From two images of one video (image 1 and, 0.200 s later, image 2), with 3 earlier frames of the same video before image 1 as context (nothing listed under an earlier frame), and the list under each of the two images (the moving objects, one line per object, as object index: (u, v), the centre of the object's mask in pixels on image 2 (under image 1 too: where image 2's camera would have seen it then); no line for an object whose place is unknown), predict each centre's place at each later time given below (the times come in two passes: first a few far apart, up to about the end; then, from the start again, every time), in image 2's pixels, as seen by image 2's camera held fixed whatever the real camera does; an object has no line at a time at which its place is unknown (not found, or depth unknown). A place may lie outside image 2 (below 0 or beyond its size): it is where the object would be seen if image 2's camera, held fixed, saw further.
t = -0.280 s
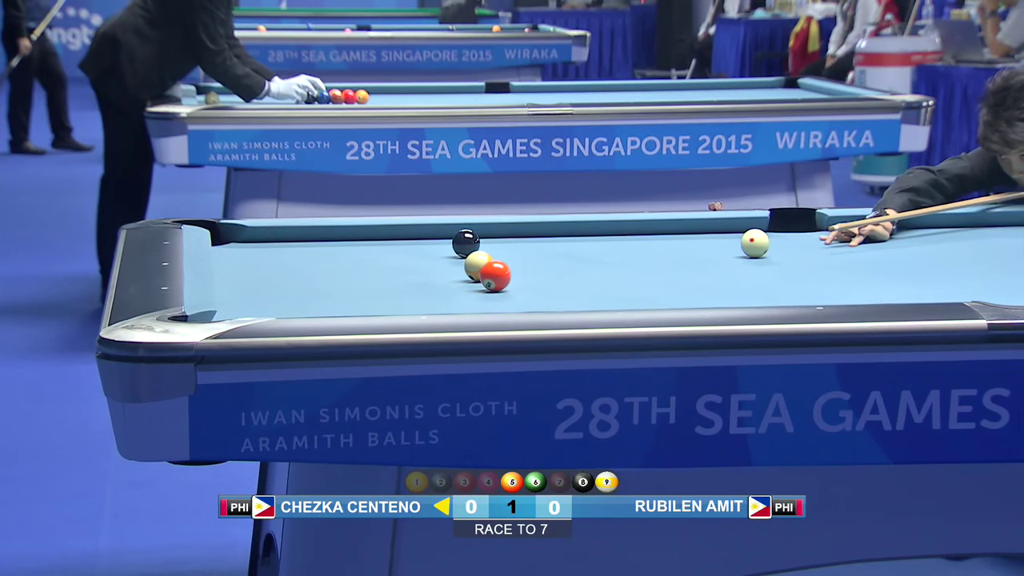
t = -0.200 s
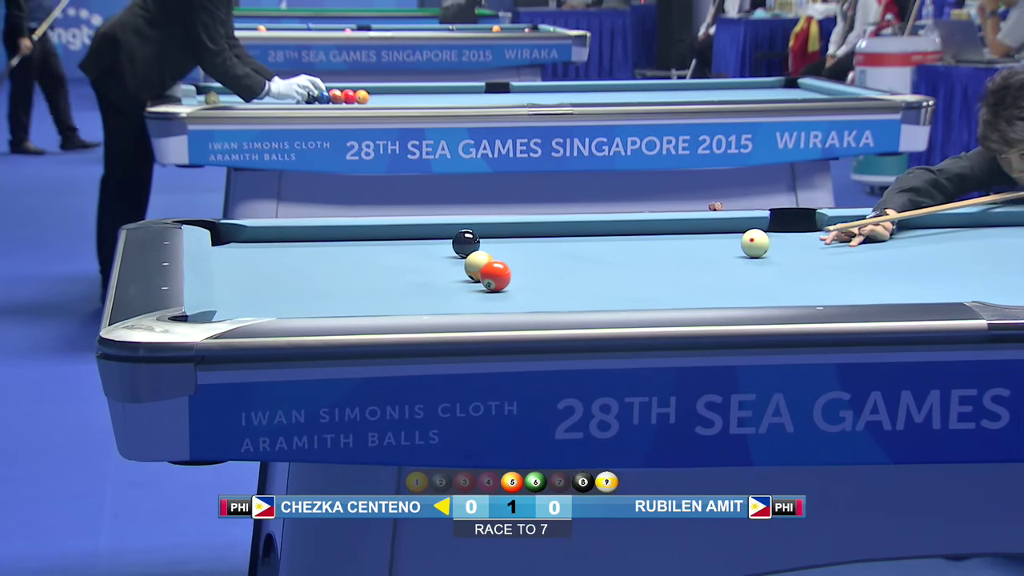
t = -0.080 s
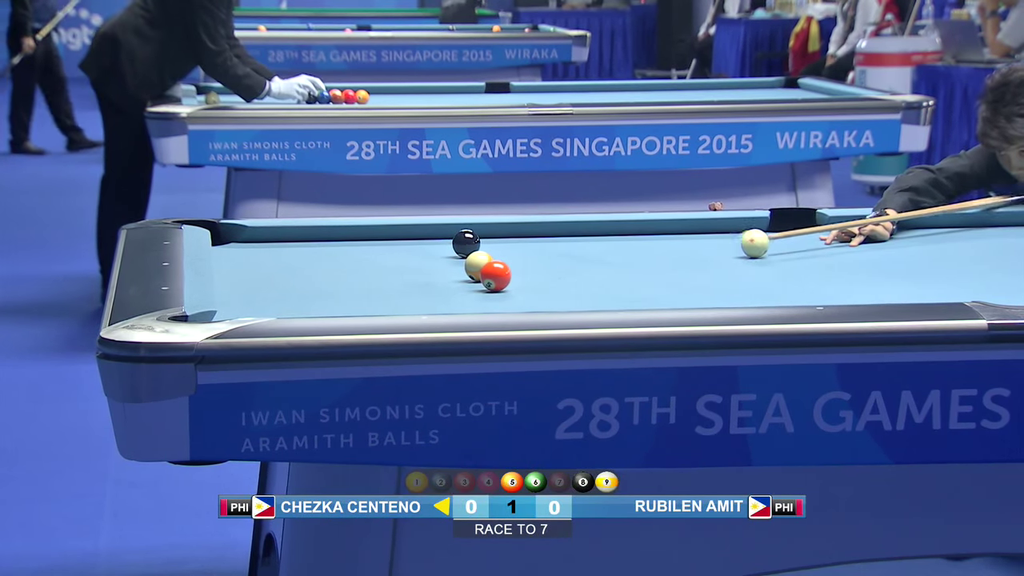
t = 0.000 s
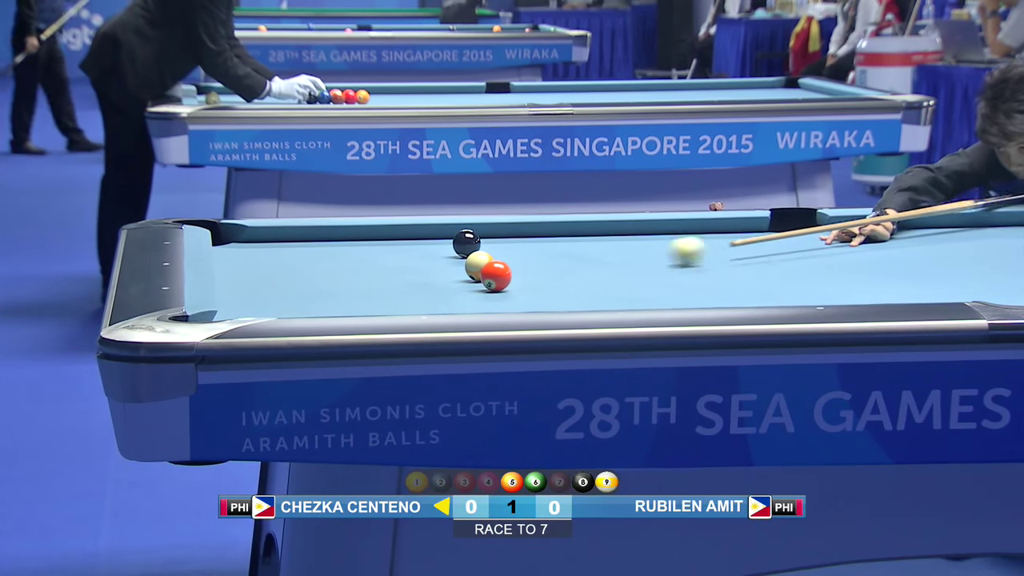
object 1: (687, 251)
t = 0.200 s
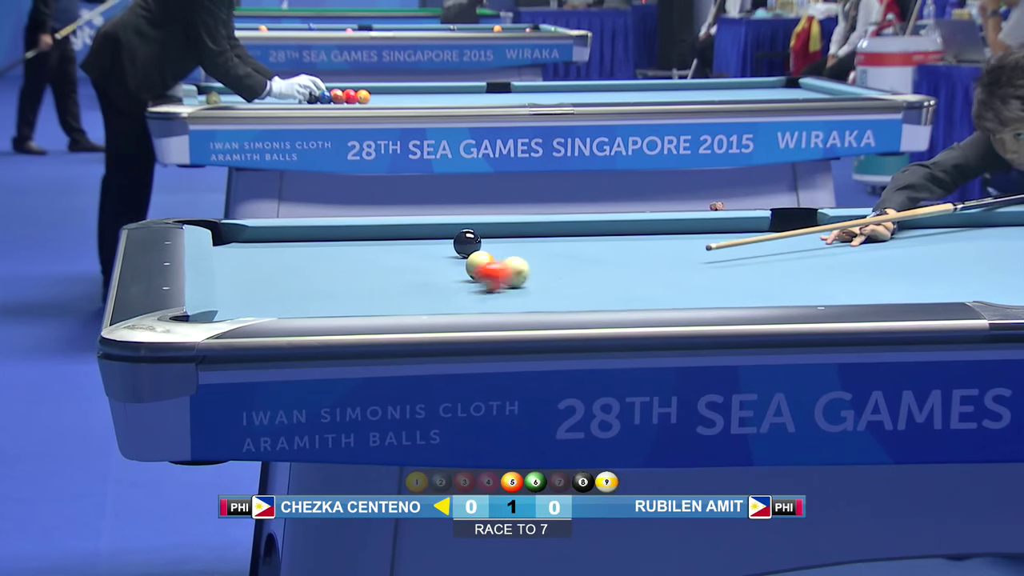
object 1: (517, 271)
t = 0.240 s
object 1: (506, 271)
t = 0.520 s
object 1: (426, 272)
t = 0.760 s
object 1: (342, 276)
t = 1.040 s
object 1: (244, 280)
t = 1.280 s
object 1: (273, 281)
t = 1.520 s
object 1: (313, 282)
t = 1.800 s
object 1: (357, 283)
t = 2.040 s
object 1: (391, 283)
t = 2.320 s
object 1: (428, 284)
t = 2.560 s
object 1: (457, 285)
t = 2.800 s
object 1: (483, 285)
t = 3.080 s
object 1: (511, 286)
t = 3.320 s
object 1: (531, 287)
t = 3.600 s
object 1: (553, 287)
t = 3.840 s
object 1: (568, 287)
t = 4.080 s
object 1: (582, 287)
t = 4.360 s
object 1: (594, 288)
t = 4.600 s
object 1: (602, 288)
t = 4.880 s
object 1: (608, 288)
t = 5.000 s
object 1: (610, 288)
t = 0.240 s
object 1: (506, 271)
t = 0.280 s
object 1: (498, 272)
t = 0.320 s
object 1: (487, 271)
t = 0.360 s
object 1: (477, 271)
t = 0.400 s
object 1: (465, 271)
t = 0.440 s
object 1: (453, 271)
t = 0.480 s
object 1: (440, 271)
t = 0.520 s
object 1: (426, 272)
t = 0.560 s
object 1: (412, 273)
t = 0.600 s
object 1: (398, 273)
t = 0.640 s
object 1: (384, 274)
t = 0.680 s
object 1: (370, 275)
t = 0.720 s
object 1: (356, 275)
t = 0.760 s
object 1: (342, 276)
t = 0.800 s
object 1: (328, 277)
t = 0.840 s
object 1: (314, 277)
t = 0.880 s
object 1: (300, 278)
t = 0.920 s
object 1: (286, 278)
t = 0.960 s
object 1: (272, 279)
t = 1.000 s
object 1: (258, 280)
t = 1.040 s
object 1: (244, 280)
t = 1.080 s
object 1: (232, 281)
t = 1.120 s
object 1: (240, 281)
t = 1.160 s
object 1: (250, 281)
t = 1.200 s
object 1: (259, 281)
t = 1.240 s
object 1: (266, 281)
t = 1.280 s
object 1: (273, 281)
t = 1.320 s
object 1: (280, 282)
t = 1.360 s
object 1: (287, 282)
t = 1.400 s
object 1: (294, 282)
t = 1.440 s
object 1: (300, 282)
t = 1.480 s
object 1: (307, 282)
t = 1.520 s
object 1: (313, 282)
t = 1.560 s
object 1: (320, 282)
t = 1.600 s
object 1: (326, 282)
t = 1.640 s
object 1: (333, 282)
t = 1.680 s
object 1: (339, 282)
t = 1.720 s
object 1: (345, 283)
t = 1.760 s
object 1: (351, 283)
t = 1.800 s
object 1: (357, 283)
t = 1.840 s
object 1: (363, 283)
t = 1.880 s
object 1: (369, 283)
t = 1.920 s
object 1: (374, 283)
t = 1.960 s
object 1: (380, 283)
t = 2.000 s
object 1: (386, 283)
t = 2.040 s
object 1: (391, 283)
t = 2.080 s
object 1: (397, 284)
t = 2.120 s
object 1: (402, 284)
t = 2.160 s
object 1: (408, 283)
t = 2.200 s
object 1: (413, 284)
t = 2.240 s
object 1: (418, 284)
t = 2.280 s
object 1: (423, 284)
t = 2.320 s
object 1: (428, 284)
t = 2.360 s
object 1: (433, 284)
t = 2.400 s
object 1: (438, 284)
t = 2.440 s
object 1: (443, 284)
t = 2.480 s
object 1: (448, 284)
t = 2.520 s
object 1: (452, 285)
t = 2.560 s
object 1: (457, 285)
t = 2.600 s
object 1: (461, 285)
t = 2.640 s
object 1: (466, 285)
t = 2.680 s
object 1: (470, 285)
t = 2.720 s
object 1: (475, 285)
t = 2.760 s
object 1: (479, 285)
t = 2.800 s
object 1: (483, 285)
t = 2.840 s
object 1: (487, 285)
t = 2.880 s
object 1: (491, 285)
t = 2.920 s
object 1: (495, 285)
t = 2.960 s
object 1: (499, 285)
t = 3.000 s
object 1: (503, 285)
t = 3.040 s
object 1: (507, 286)
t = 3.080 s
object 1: (511, 286)
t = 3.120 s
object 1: (514, 286)
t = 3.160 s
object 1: (518, 286)
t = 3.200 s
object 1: (521, 286)
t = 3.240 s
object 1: (525, 286)
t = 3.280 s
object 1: (528, 286)
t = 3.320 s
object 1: (531, 287)
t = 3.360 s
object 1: (535, 287)
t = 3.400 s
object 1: (538, 286)
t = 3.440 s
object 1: (541, 286)
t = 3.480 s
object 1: (544, 286)
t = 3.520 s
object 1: (547, 287)
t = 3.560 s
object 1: (550, 287)
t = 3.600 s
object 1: (553, 287)
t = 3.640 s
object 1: (555, 287)
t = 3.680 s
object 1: (558, 287)
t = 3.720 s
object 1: (561, 287)
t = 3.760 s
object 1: (563, 287)
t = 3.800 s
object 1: (566, 287)
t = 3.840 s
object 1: (568, 287)
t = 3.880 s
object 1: (571, 287)
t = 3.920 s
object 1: (573, 287)
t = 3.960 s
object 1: (575, 287)
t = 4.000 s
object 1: (577, 287)
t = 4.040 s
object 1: (579, 287)
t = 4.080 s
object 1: (582, 287)
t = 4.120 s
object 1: (583, 287)
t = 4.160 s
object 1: (585, 288)
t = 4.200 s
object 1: (587, 288)
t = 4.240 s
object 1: (589, 288)
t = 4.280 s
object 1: (591, 288)
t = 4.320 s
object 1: (592, 288)
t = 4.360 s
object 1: (594, 288)
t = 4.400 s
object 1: (595, 288)
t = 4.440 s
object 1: (597, 288)
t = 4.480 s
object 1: (598, 288)
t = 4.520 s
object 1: (599, 288)
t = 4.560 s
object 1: (601, 288)
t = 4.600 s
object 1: (602, 288)
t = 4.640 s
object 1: (603, 288)
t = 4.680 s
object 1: (604, 288)
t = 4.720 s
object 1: (605, 288)
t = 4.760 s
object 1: (606, 288)
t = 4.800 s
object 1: (607, 288)
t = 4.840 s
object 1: (607, 288)
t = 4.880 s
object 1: (608, 288)
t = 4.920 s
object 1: (609, 288)
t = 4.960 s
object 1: (609, 288)
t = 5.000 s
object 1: (610, 288)
